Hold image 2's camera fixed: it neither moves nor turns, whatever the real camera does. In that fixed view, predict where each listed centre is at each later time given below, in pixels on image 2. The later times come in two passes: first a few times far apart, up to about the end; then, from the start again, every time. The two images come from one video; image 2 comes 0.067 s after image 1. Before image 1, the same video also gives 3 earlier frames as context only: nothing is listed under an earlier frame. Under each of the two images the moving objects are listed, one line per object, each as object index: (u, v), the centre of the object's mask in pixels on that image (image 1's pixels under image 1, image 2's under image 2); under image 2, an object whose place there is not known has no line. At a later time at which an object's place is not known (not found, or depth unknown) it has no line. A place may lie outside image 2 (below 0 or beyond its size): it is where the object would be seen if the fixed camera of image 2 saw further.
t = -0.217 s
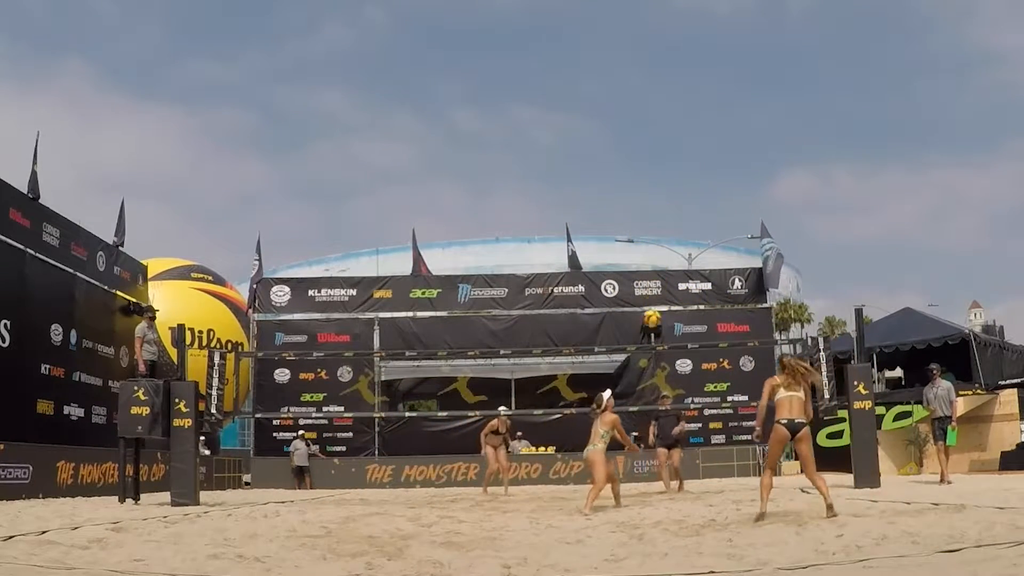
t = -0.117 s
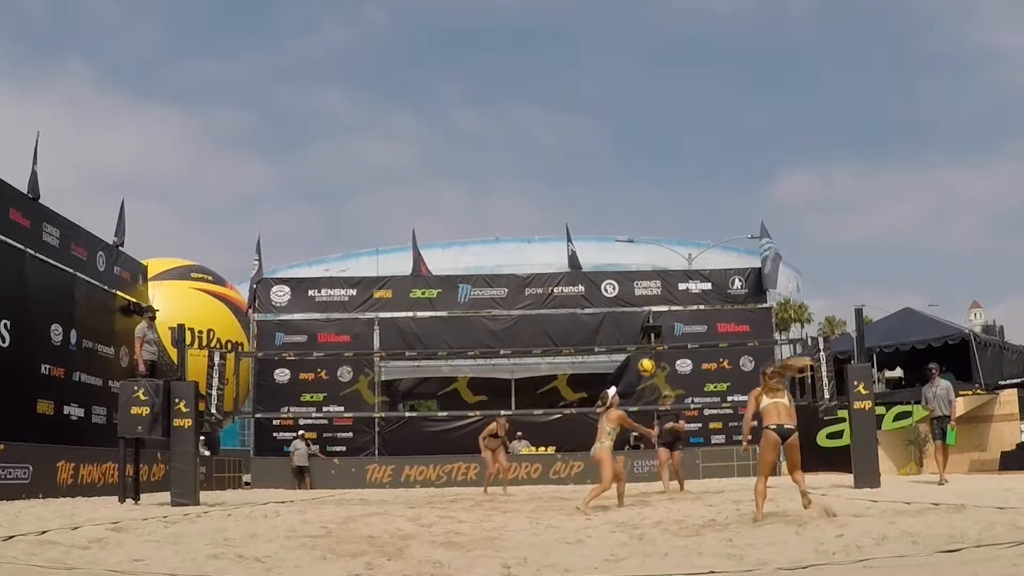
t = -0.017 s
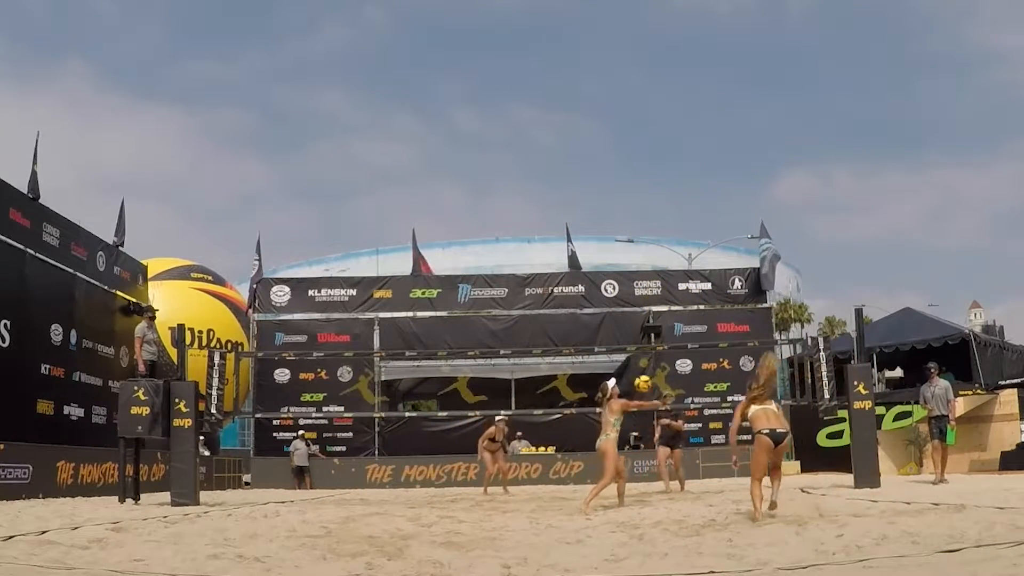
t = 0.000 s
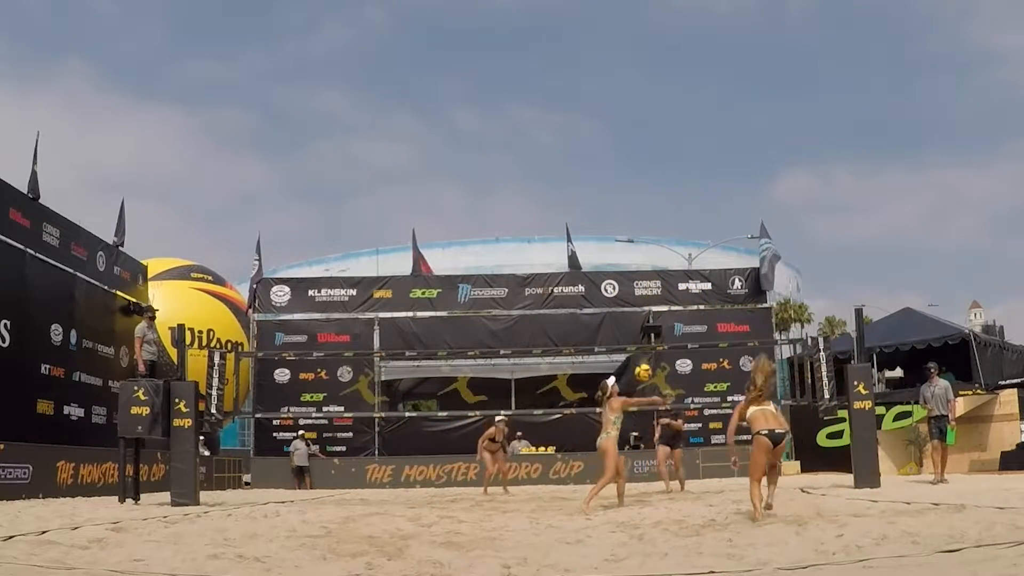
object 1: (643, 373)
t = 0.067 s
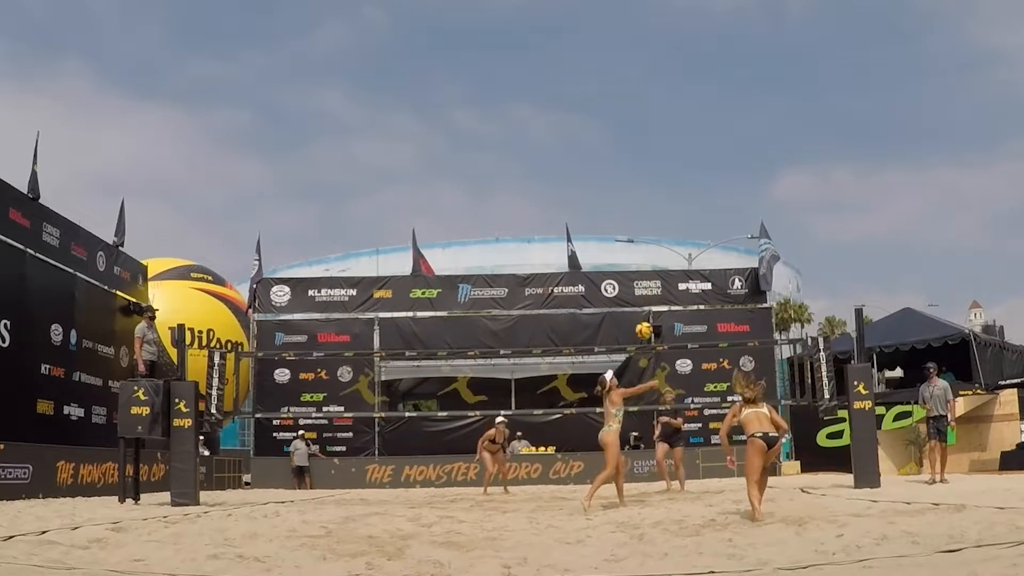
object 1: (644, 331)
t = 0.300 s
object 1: (645, 214)
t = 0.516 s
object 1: (648, 146)
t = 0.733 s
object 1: (652, 113)
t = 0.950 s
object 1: (657, 112)
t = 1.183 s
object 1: (665, 146)
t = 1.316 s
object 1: (670, 182)
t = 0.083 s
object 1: (644, 320)
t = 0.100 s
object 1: (644, 311)
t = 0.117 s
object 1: (644, 301)
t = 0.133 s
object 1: (643, 293)
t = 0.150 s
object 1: (644, 283)
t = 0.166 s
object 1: (644, 275)
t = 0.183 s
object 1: (645, 266)
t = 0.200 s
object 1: (645, 258)
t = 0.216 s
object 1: (645, 250)
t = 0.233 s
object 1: (645, 242)
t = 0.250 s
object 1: (645, 235)
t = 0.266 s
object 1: (645, 228)
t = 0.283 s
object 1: (645, 220)
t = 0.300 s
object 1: (645, 214)
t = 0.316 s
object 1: (646, 207)
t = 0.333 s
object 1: (646, 201)
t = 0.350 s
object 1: (647, 195)
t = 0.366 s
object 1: (647, 189)
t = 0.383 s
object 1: (647, 183)
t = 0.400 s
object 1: (647, 178)
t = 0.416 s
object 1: (647, 173)
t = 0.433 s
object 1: (648, 168)
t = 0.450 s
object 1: (647, 163)
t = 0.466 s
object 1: (648, 158)
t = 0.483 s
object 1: (648, 154)
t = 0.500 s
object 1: (648, 150)
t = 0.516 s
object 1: (648, 146)
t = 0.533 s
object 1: (648, 142)
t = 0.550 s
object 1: (649, 139)
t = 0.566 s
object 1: (649, 135)
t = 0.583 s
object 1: (649, 132)
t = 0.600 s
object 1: (650, 129)
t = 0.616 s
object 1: (650, 127)
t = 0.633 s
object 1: (650, 124)
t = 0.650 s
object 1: (650, 122)
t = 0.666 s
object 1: (650, 120)
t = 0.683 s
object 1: (651, 118)
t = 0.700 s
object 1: (651, 116)
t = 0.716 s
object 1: (651, 114)
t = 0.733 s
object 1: (652, 113)
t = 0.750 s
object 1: (652, 112)
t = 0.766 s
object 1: (653, 111)
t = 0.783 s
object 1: (653, 110)
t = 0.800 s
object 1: (653, 109)
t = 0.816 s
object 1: (654, 109)
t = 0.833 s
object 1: (654, 109)
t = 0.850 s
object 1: (655, 108)
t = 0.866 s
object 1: (655, 108)
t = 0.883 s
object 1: (655, 109)
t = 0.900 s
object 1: (656, 109)
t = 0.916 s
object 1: (657, 110)
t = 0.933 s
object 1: (657, 111)
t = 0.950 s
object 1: (657, 112)
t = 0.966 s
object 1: (657, 113)
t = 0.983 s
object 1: (658, 114)
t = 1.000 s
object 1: (659, 116)
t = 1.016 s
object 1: (659, 117)
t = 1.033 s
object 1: (660, 119)
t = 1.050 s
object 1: (661, 122)
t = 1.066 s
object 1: (661, 124)
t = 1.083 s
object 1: (662, 127)
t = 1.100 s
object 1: (662, 129)
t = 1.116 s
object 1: (663, 132)
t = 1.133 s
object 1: (663, 136)
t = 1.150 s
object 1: (664, 139)
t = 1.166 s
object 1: (664, 142)
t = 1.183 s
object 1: (665, 146)
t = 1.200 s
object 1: (666, 150)
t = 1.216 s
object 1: (667, 153)
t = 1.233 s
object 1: (668, 158)
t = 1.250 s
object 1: (668, 162)
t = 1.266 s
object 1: (669, 167)
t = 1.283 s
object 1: (670, 172)
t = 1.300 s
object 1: (670, 177)
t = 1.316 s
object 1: (670, 182)
